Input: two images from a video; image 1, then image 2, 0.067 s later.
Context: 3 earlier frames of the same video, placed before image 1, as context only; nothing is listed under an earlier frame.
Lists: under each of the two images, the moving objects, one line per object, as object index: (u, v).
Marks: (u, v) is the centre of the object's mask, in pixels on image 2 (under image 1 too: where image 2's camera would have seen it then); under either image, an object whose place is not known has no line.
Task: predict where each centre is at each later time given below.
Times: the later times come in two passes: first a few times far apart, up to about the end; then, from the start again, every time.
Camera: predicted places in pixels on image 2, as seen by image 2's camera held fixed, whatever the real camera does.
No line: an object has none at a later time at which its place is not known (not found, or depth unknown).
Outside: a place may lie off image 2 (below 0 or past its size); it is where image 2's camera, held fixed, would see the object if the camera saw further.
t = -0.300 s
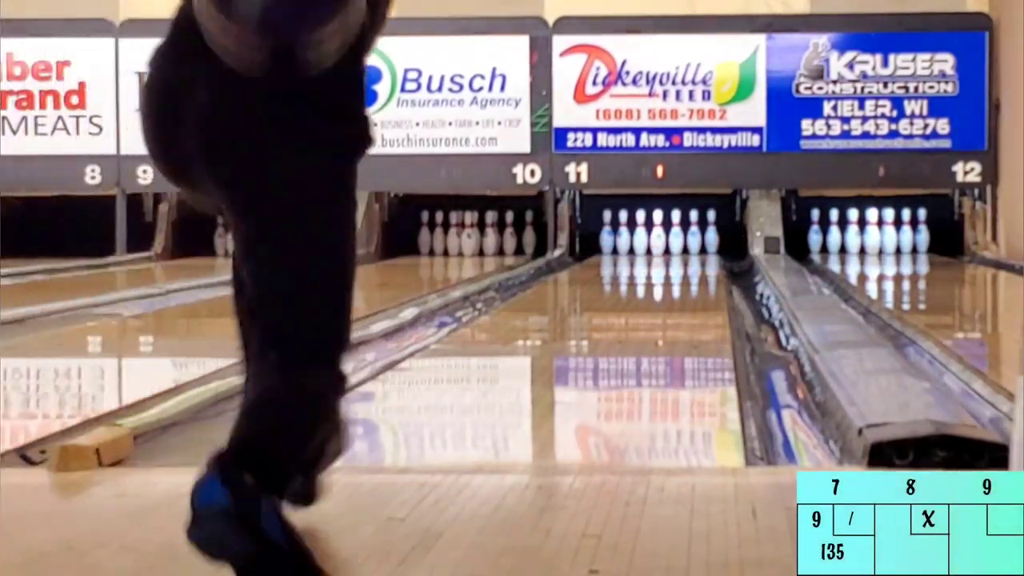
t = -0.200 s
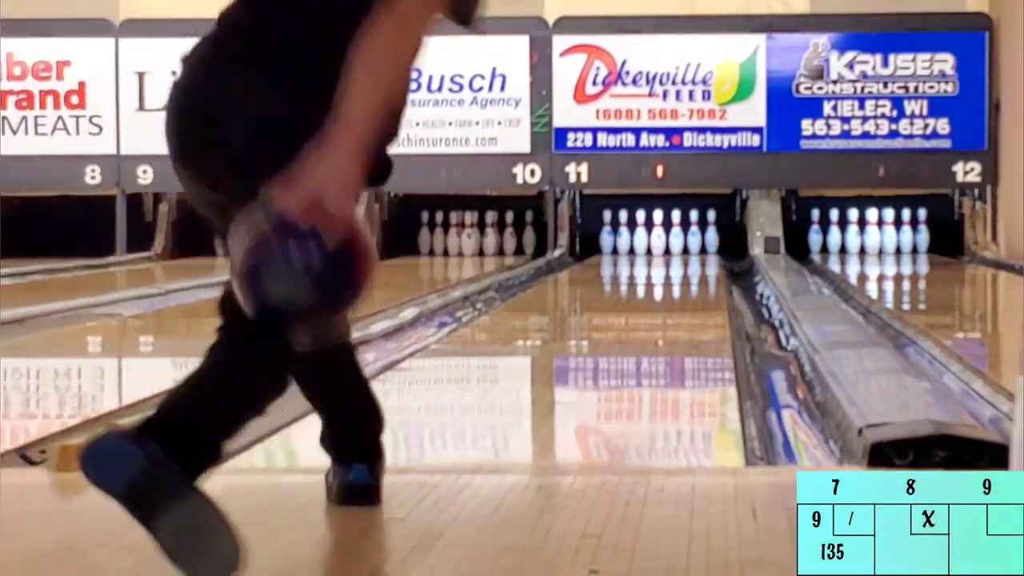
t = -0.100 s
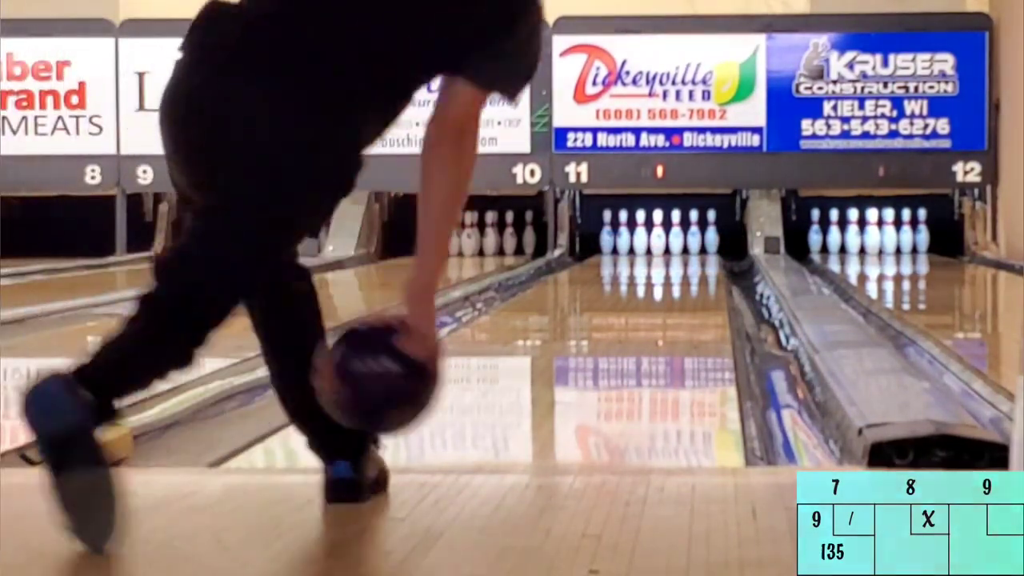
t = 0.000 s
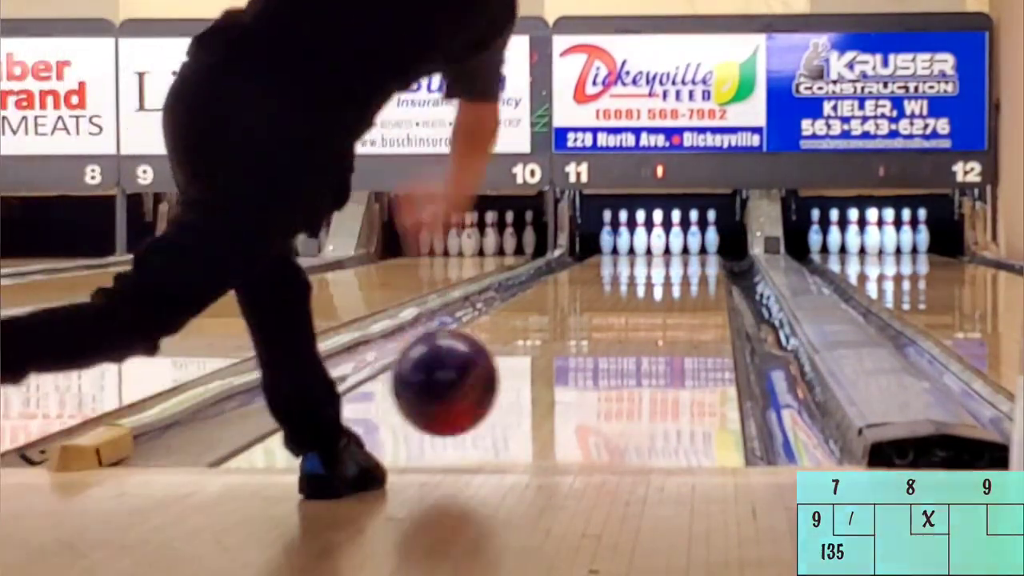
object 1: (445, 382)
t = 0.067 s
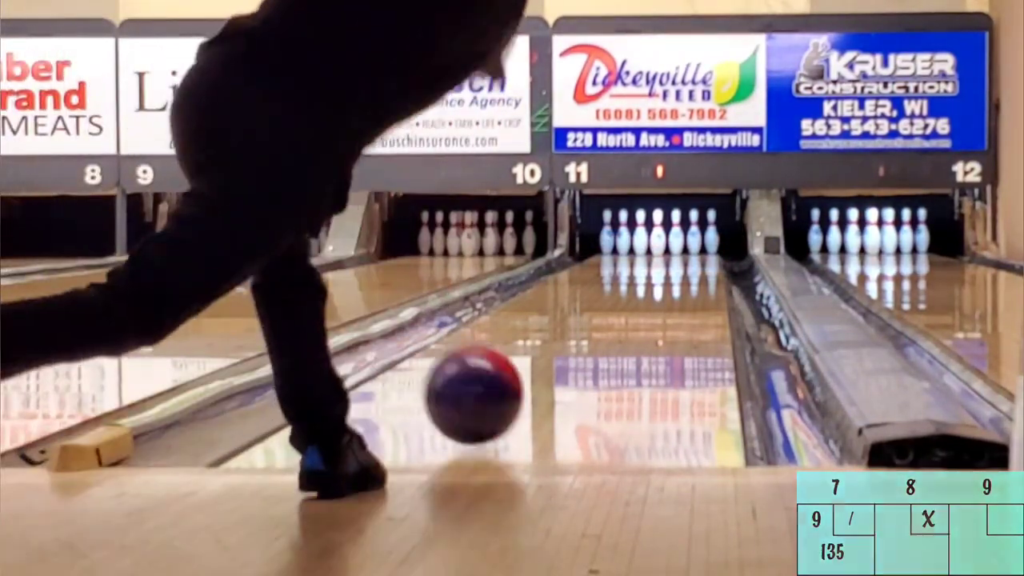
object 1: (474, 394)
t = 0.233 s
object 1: (528, 365)
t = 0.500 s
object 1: (586, 328)
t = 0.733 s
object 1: (618, 306)
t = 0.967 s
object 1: (641, 290)
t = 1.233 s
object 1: (660, 277)
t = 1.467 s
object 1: (671, 268)
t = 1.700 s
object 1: (680, 261)
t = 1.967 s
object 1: (687, 254)
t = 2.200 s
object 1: (688, 251)
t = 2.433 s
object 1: (681, 248)
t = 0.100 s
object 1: (486, 389)
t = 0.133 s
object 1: (498, 383)
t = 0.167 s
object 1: (509, 377)
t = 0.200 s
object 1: (519, 371)
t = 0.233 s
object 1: (528, 365)
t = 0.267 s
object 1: (538, 360)
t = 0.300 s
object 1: (546, 354)
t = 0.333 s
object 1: (554, 349)
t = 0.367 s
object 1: (560, 345)
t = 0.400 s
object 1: (567, 341)
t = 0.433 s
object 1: (574, 336)
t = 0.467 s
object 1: (580, 333)
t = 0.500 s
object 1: (586, 328)
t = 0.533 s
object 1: (591, 324)
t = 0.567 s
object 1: (596, 320)
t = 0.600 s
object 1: (601, 317)
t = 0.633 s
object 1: (605, 314)
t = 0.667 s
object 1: (610, 311)
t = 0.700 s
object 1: (614, 308)
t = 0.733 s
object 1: (618, 306)
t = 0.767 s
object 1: (622, 303)
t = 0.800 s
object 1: (626, 301)
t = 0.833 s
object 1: (629, 299)
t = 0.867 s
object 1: (632, 297)
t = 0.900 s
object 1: (635, 294)
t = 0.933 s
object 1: (638, 293)
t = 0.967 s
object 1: (641, 290)
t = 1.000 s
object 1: (644, 289)
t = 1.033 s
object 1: (646, 287)
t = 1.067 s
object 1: (649, 284)
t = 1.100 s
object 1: (651, 283)
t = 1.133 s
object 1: (653, 281)
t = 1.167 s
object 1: (656, 280)
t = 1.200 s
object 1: (657, 278)
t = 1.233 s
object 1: (660, 277)
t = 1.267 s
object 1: (662, 275)
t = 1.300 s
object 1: (664, 274)
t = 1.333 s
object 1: (665, 272)
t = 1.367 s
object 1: (667, 271)
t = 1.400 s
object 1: (669, 270)
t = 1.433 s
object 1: (670, 269)
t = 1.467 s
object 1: (671, 268)
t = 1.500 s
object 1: (673, 267)
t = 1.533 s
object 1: (674, 266)
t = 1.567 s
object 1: (676, 264)
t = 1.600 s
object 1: (677, 264)
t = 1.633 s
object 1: (678, 263)
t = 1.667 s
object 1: (679, 263)
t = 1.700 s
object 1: (680, 261)
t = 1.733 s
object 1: (681, 260)
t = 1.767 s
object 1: (682, 259)
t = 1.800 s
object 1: (682, 258)
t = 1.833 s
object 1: (683, 257)
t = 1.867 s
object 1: (684, 257)
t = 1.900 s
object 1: (685, 256)
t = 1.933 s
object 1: (686, 255)
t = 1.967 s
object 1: (687, 254)
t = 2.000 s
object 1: (687, 254)
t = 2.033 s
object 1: (688, 253)
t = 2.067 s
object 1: (688, 253)
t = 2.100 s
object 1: (688, 252)
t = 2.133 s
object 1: (688, 252)
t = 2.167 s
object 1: (688, 251)
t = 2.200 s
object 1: (688, 251)
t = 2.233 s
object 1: (687, 250)
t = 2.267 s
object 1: (687, 250)
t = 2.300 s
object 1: (686, 250)
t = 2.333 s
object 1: (685, 249)
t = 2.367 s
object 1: (684, 249)
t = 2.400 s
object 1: (683, 248)
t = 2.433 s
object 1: (681, 248)
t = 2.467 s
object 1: (680, 247)
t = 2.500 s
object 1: (679, 247)
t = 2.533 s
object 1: (678, 247)
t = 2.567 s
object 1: (676, 246)
